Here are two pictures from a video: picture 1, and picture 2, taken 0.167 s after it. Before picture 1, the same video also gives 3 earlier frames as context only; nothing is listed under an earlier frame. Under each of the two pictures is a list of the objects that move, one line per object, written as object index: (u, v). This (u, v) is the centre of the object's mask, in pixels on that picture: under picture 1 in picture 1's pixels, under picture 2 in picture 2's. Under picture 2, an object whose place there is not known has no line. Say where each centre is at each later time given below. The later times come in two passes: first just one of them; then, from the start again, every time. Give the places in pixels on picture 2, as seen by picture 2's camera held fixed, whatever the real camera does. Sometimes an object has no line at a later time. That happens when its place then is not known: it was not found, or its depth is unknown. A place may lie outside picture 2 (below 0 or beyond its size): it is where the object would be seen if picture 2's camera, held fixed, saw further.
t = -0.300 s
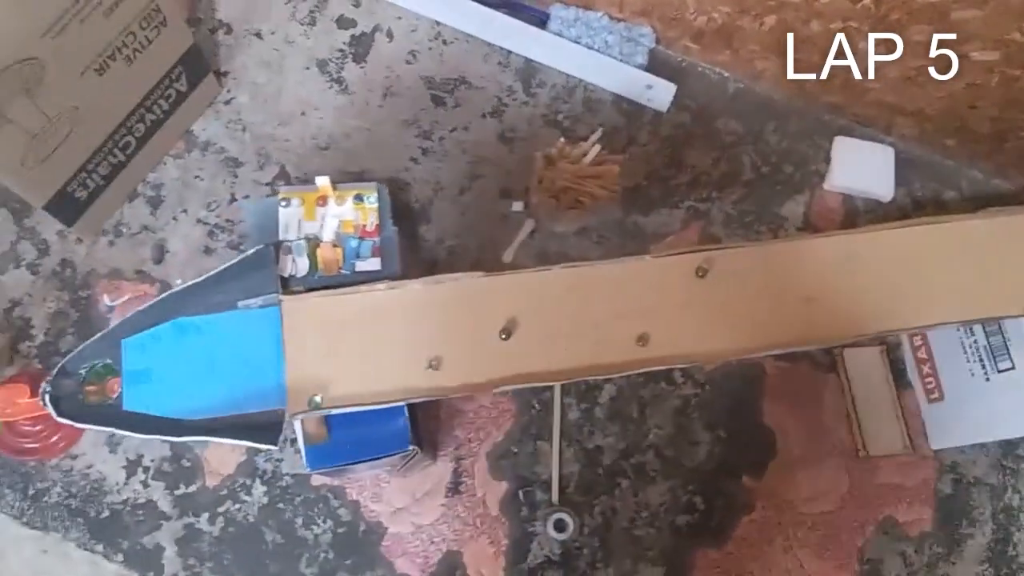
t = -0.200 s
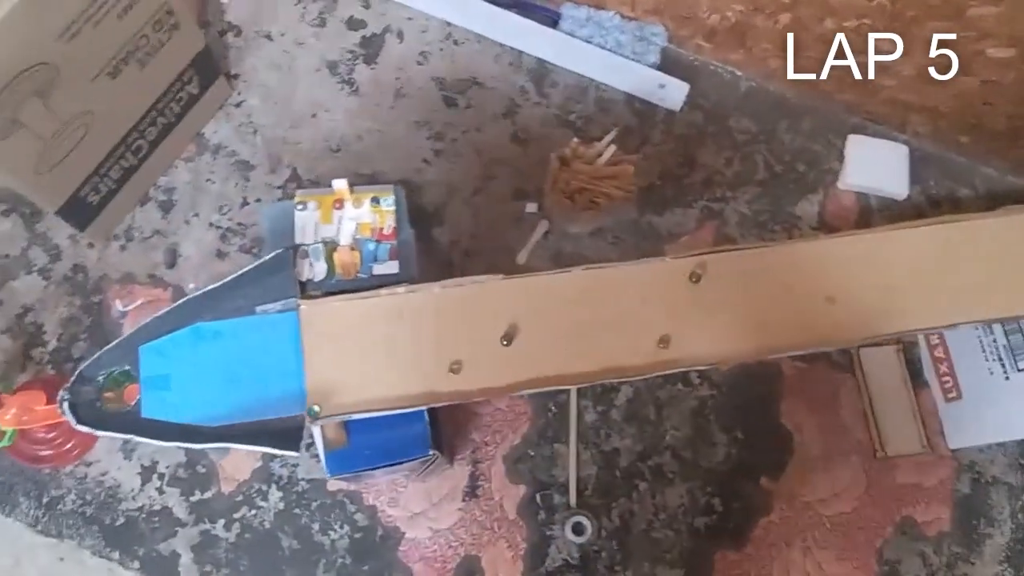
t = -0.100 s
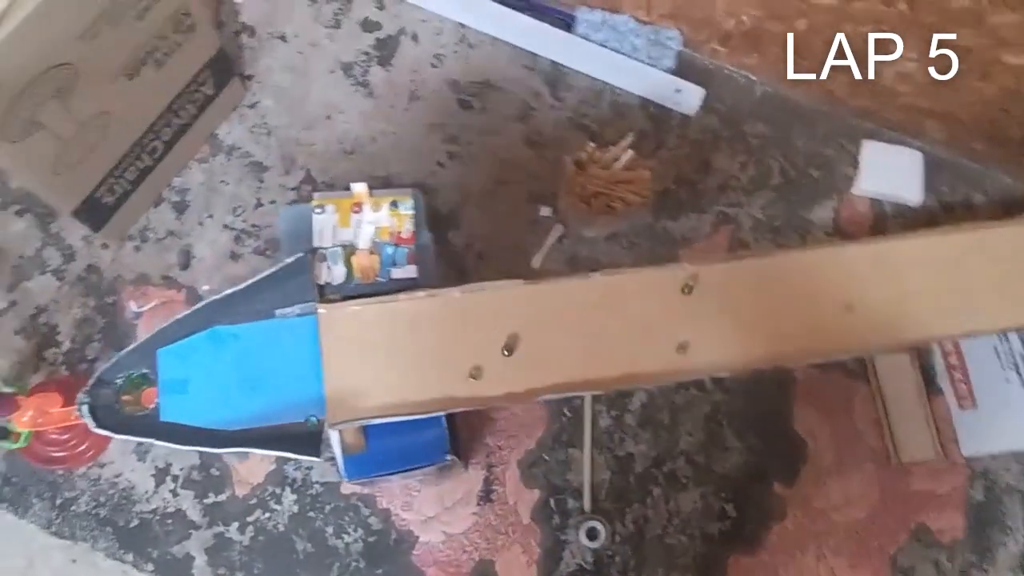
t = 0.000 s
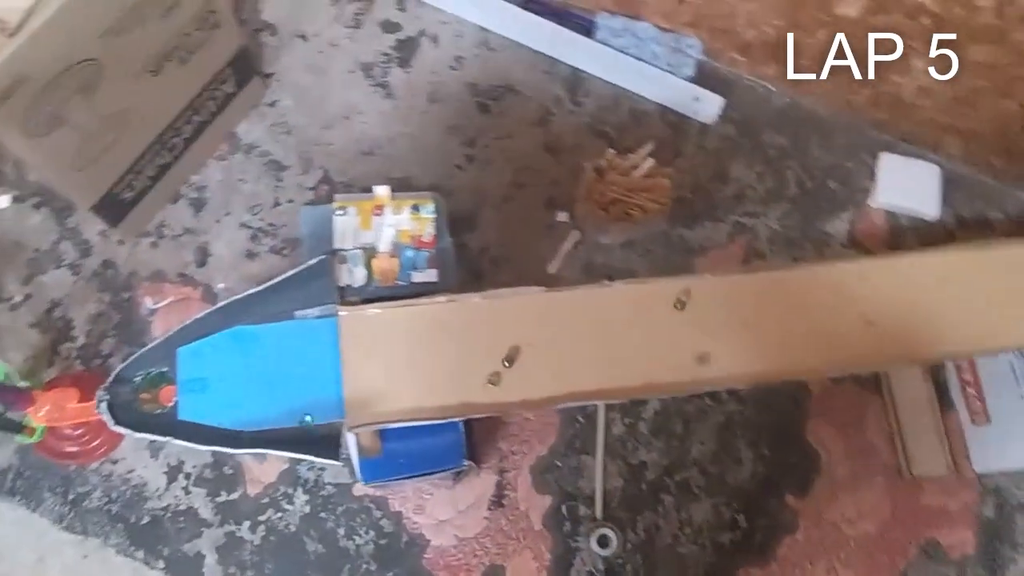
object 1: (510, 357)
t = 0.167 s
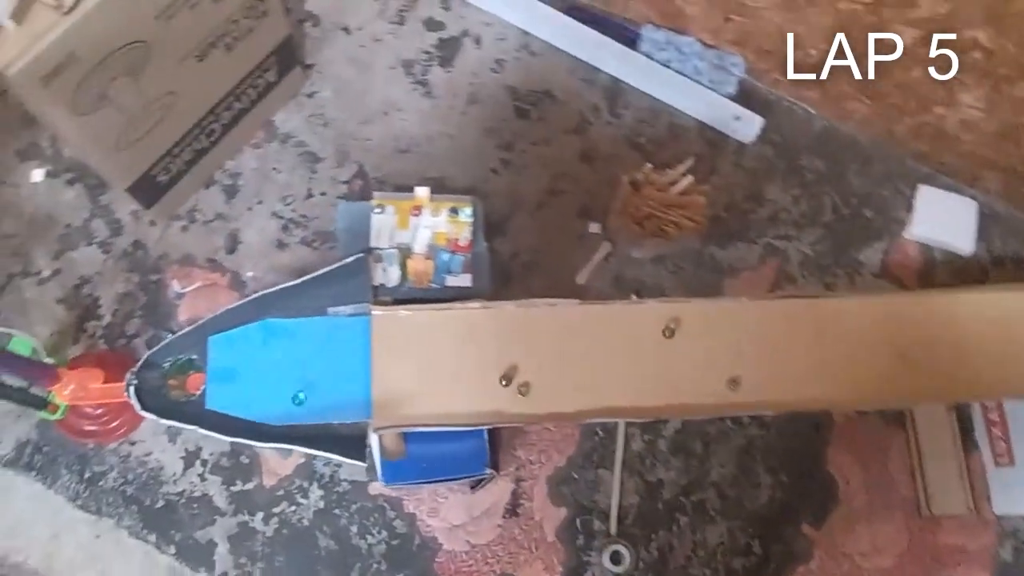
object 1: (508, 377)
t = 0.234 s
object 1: (494, 383)
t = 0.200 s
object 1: (501, 380)
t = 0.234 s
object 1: (494, 383)
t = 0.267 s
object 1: (487, 385)
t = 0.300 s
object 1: (481, 388)
